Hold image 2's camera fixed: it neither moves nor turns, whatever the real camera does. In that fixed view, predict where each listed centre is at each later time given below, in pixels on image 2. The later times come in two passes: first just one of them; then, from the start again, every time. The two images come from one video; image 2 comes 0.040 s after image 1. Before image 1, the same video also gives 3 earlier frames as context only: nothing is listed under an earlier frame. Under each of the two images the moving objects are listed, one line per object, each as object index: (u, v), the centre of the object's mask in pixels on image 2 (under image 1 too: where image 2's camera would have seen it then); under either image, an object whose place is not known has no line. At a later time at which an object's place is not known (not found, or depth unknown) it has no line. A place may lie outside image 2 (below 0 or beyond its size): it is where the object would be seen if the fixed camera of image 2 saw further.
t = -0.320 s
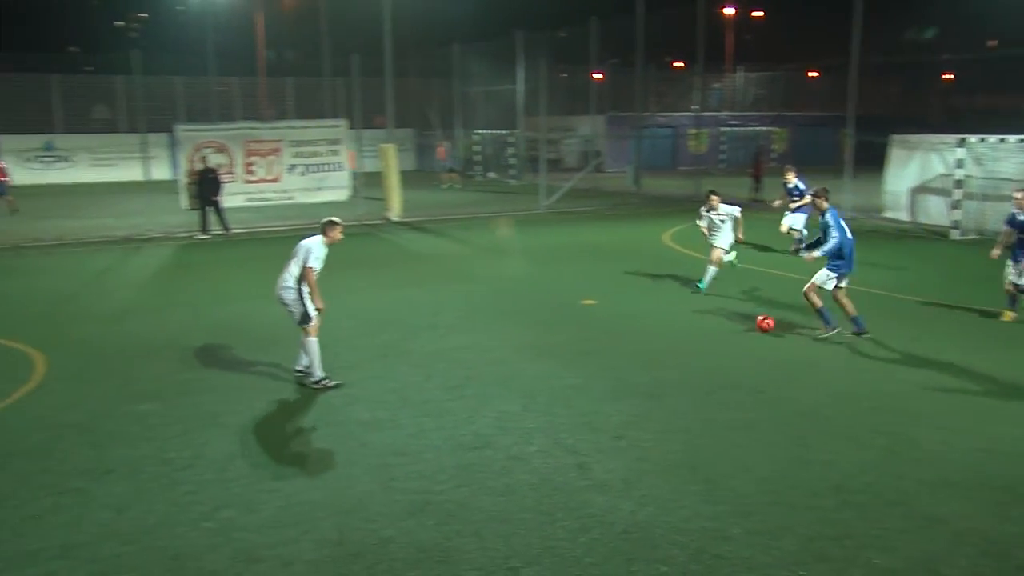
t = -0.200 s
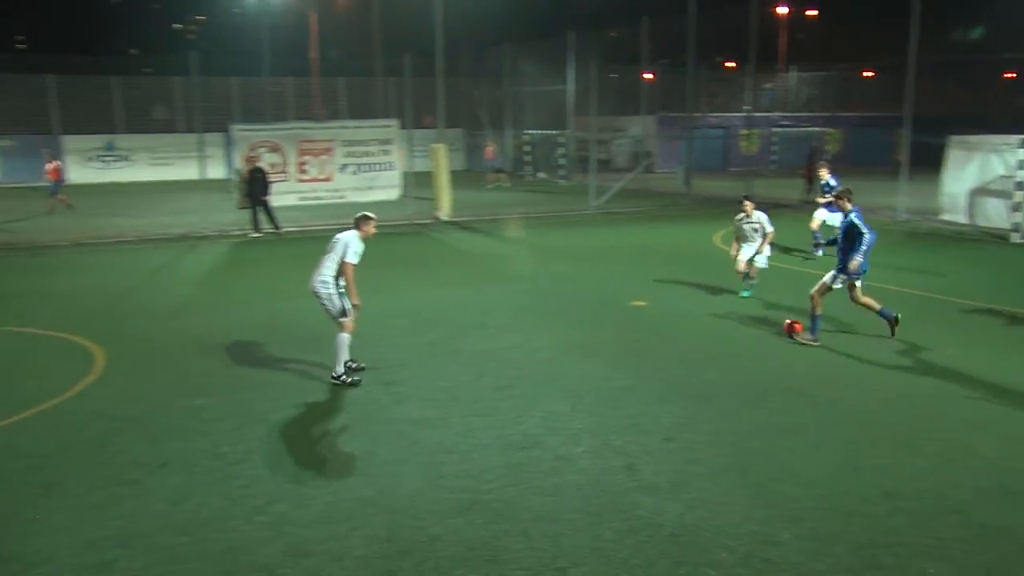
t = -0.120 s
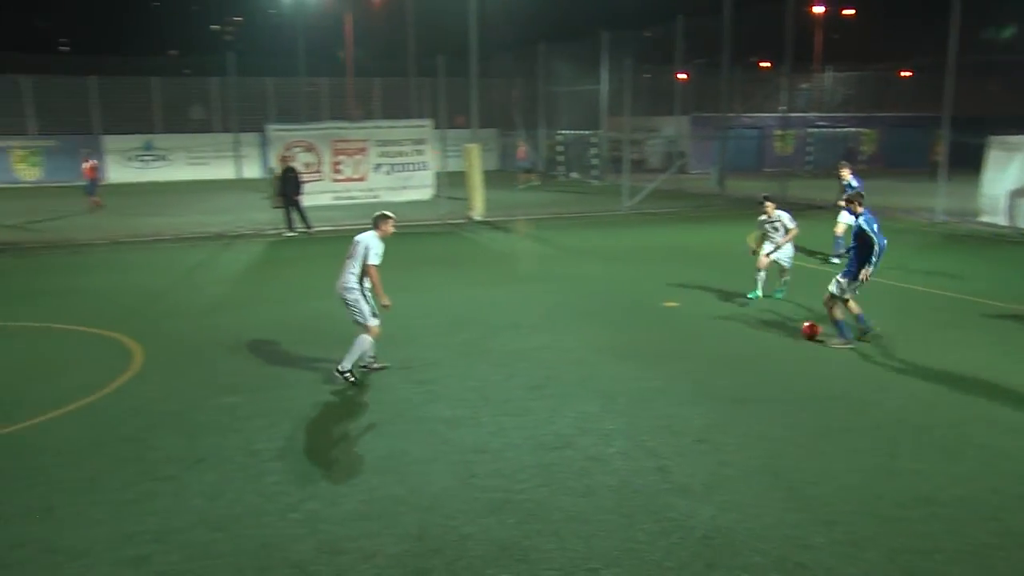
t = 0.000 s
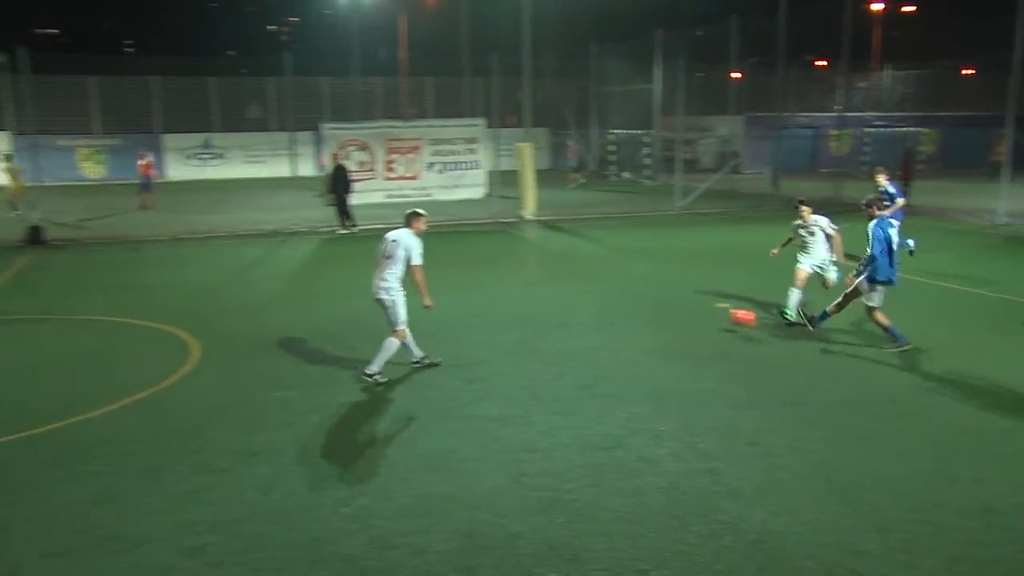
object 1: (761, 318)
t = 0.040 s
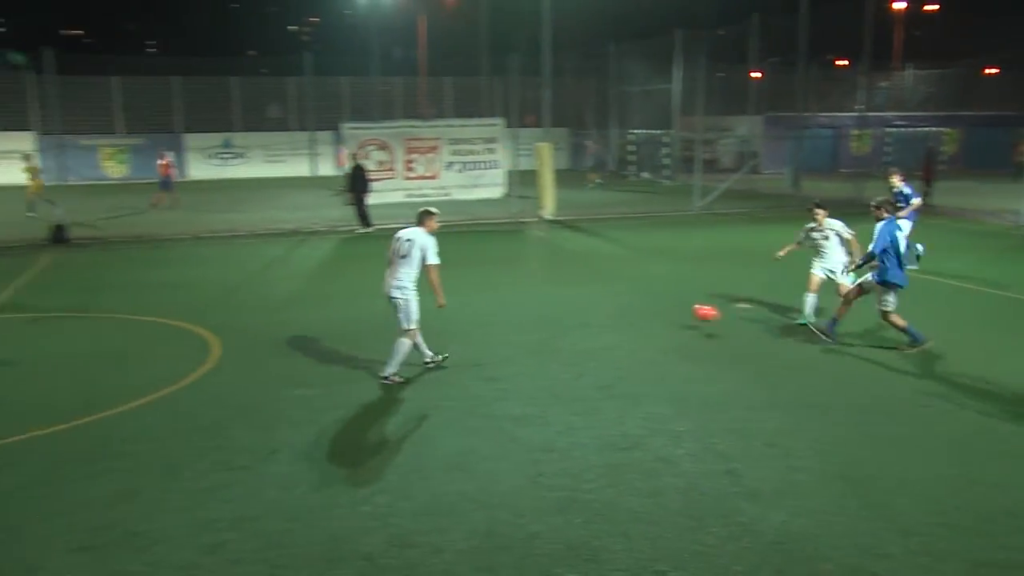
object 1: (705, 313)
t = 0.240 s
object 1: (462, 306)
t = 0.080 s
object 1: (652, 309)
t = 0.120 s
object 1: (601, 307)
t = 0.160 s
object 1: (552, 308)
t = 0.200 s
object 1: (505, 309)
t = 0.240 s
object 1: (462, 306)
